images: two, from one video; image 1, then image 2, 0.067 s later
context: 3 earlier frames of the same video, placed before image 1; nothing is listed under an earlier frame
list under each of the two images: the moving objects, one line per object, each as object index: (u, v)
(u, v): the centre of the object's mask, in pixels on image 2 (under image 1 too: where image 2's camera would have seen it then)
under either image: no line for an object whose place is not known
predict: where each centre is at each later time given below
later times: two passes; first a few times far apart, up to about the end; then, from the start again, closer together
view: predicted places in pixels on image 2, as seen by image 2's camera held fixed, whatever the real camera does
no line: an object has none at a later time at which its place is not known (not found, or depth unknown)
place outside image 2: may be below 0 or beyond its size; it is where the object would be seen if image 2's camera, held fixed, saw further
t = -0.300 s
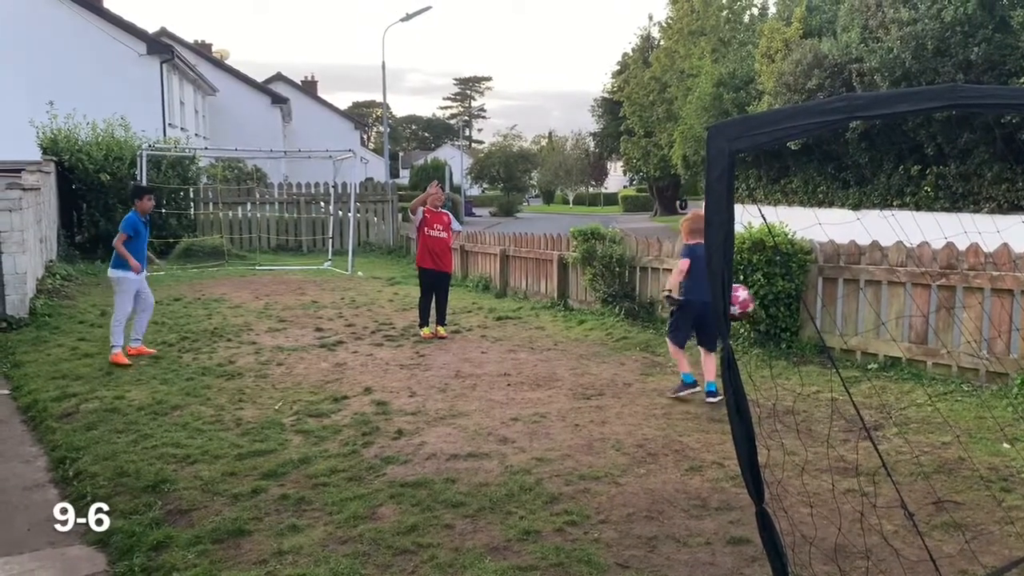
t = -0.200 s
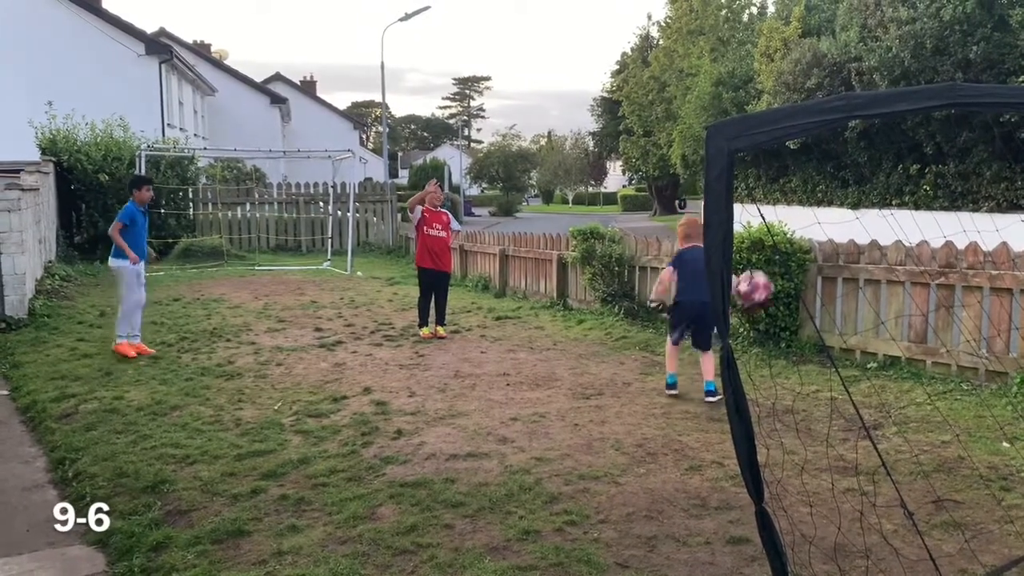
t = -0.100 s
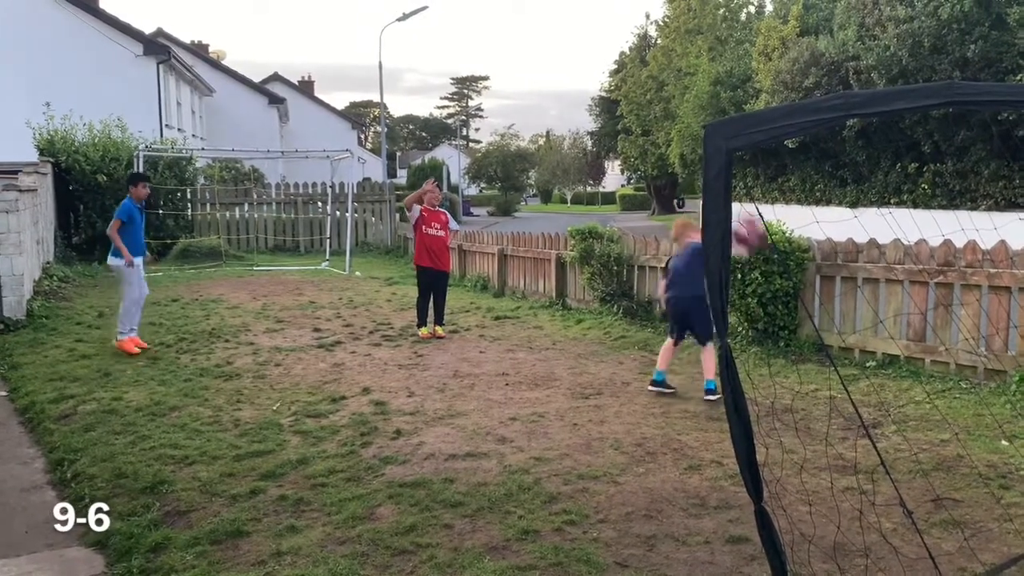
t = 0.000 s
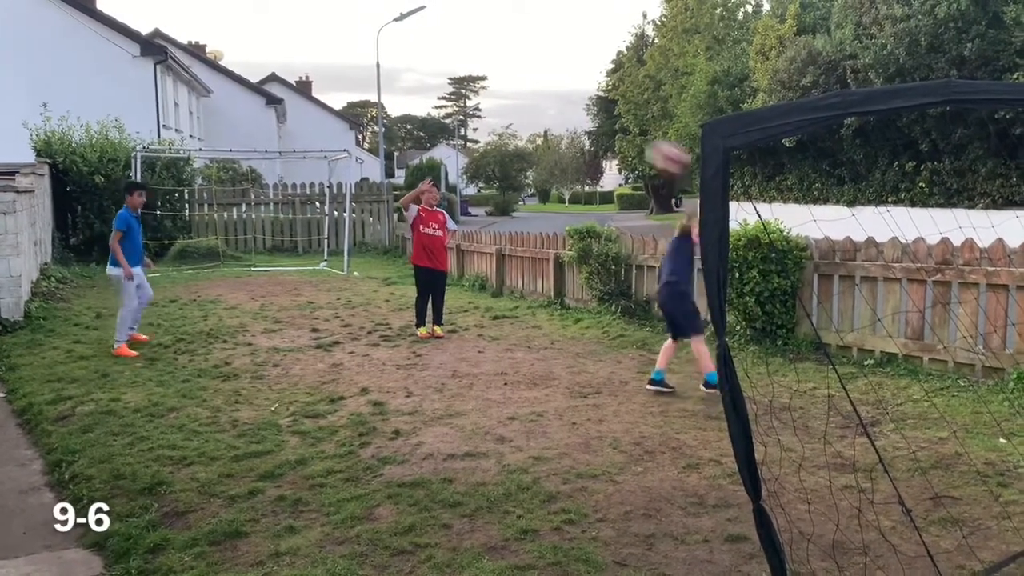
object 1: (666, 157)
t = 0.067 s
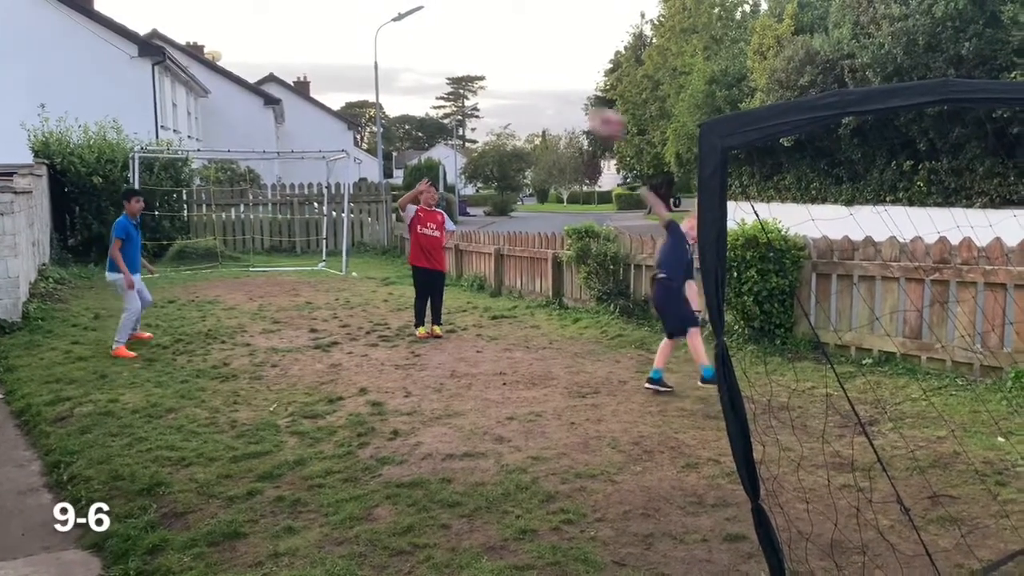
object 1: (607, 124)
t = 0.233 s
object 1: (466, 80)
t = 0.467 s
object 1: (297, 86)
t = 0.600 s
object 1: (215, 124)
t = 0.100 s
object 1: (578, 113)
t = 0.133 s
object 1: (548, 101)
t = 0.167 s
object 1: (521, 92)
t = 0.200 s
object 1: (492, 85)
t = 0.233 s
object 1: (466, 80)
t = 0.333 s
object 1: (389, 73)
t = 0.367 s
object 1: (365, 74)
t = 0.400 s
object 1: (342, 77)
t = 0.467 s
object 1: (297, 86)
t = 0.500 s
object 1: (274, 93)
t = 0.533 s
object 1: (253, 102)
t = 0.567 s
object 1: (234, 113)
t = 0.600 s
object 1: (215, 124)
